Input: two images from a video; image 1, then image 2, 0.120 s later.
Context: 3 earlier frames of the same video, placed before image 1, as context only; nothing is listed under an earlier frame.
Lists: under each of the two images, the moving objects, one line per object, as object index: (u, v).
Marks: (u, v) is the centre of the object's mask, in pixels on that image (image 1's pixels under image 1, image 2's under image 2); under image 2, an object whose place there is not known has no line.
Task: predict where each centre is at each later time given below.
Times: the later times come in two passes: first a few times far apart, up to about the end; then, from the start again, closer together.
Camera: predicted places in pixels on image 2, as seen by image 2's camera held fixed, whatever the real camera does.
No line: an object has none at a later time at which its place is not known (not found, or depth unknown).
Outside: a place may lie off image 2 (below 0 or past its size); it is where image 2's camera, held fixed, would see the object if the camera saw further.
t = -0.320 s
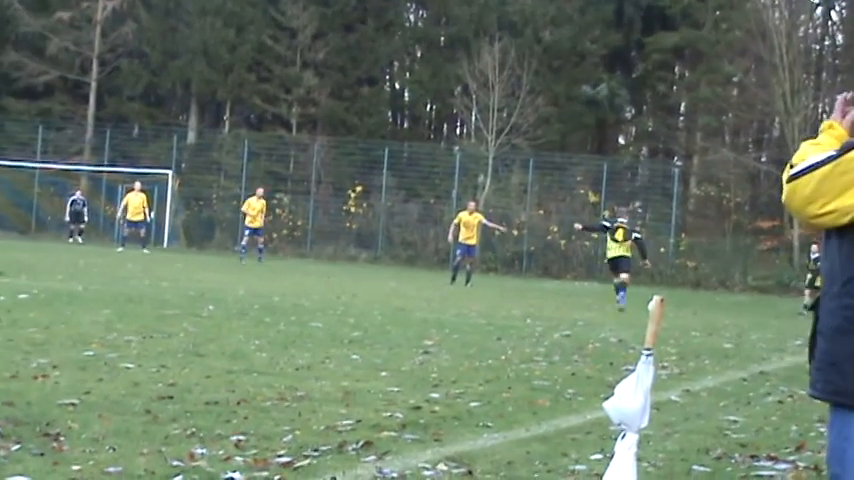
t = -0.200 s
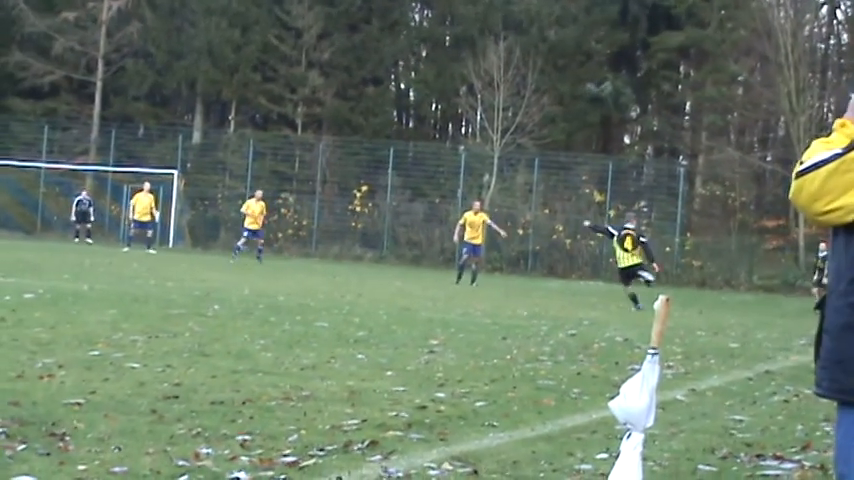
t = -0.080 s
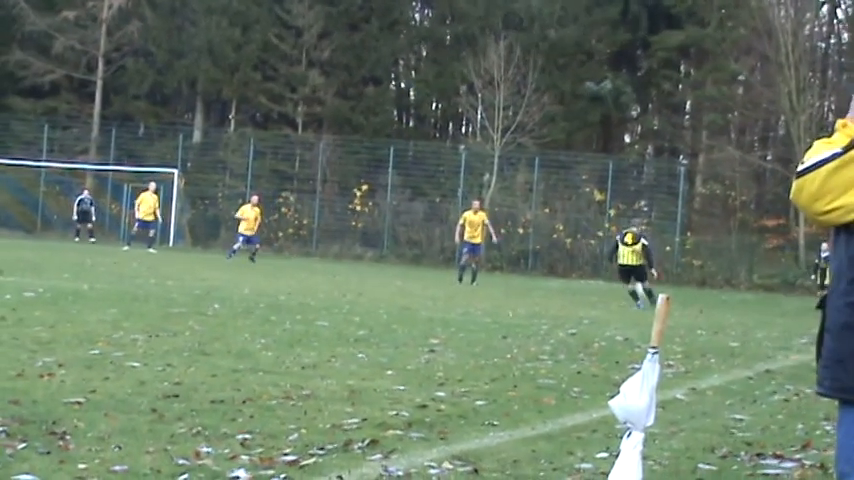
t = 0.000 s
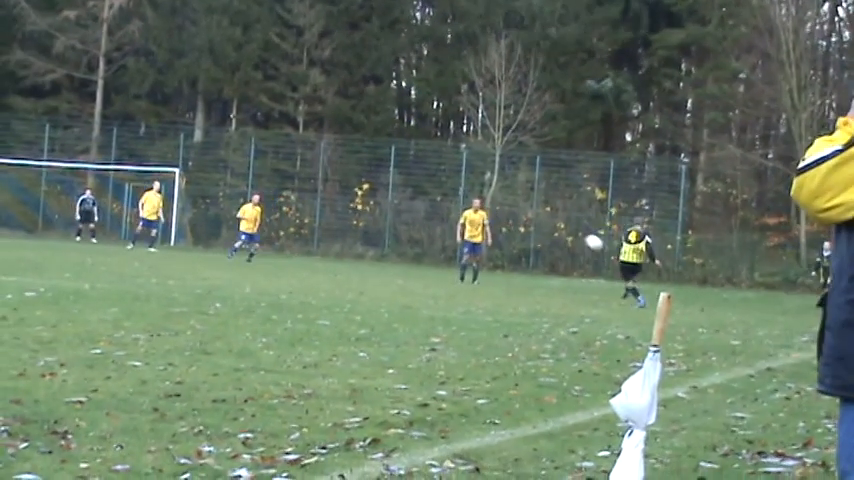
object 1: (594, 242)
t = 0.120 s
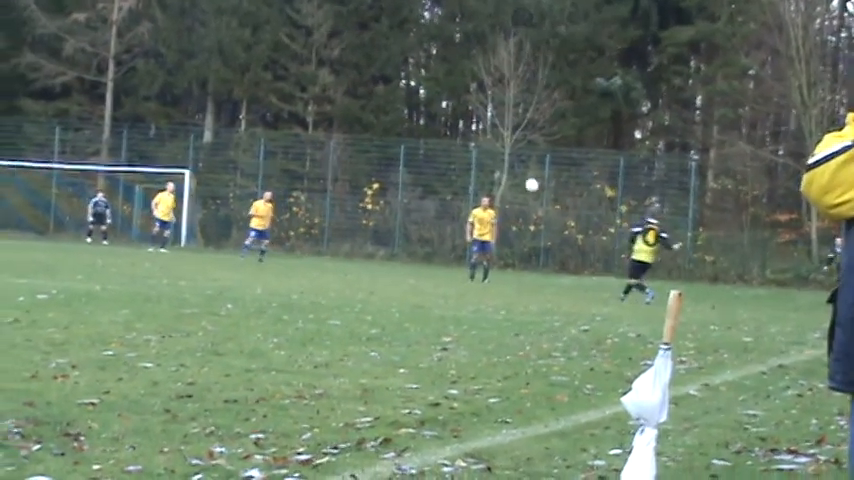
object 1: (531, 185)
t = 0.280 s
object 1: (444, 131)
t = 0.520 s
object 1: (327, 82)
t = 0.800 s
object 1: (203, 63)
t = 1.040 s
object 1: (106, 73)
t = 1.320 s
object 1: (3, 112)
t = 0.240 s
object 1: (465, 143)
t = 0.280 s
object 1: (444, 131)
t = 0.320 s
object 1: (423, 121)
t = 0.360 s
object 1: (403, 111)
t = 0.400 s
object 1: (383, 103)
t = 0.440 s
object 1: (364, 95)
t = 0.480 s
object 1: (345, 88)
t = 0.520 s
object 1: (327, 82)
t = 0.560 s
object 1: (308, 78)
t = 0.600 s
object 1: (290, 74)
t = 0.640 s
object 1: (272, 70)
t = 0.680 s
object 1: (255, 67)
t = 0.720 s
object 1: (237, 65)
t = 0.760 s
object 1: (220, 64)
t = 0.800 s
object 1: (203, 63)
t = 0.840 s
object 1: (187, 63)
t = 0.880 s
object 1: (170, 64)
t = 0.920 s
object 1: (154, 66)
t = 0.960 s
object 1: (138, 67)
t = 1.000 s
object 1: (123, 70)
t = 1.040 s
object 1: (106, 73)
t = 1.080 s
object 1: (91, 77)
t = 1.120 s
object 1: (76, 82)
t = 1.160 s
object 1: (62, 87)
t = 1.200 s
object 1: (48, 93)
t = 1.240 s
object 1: (32, 99)
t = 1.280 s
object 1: (18, 105)
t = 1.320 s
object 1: (3, 112)
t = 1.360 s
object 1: (-12, 118)
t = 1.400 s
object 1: (-27, 126)
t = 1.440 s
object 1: (-41, 134)
